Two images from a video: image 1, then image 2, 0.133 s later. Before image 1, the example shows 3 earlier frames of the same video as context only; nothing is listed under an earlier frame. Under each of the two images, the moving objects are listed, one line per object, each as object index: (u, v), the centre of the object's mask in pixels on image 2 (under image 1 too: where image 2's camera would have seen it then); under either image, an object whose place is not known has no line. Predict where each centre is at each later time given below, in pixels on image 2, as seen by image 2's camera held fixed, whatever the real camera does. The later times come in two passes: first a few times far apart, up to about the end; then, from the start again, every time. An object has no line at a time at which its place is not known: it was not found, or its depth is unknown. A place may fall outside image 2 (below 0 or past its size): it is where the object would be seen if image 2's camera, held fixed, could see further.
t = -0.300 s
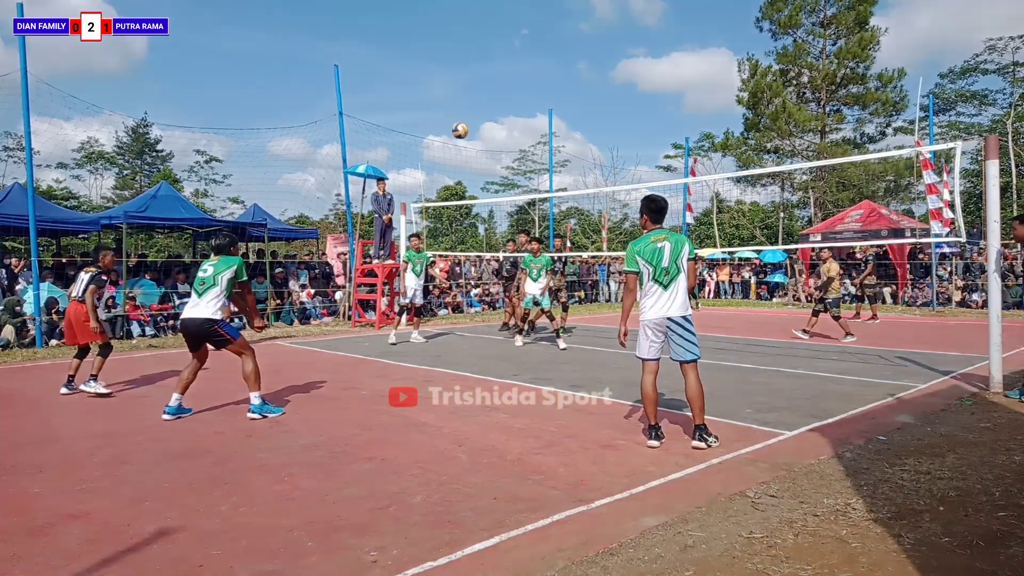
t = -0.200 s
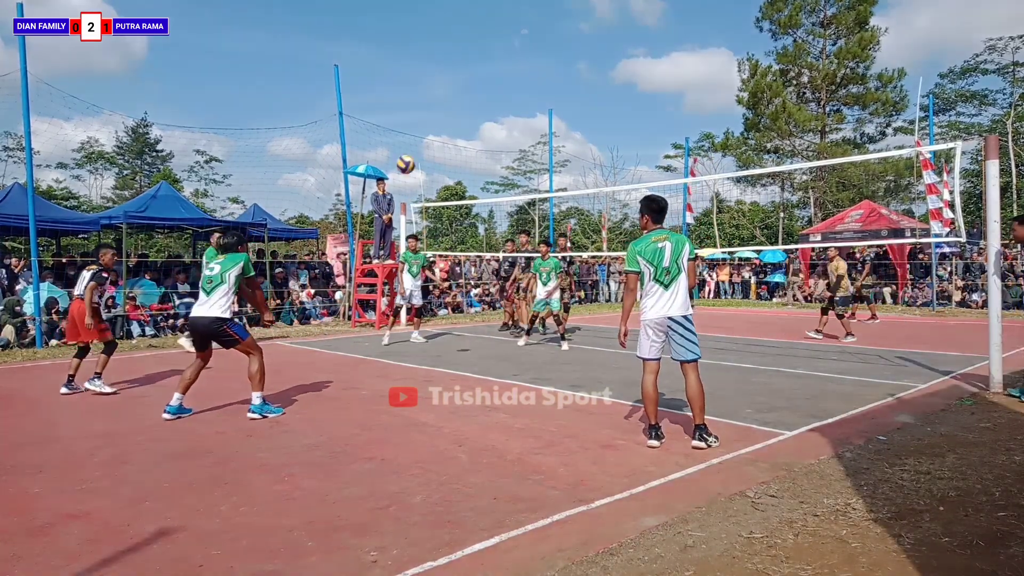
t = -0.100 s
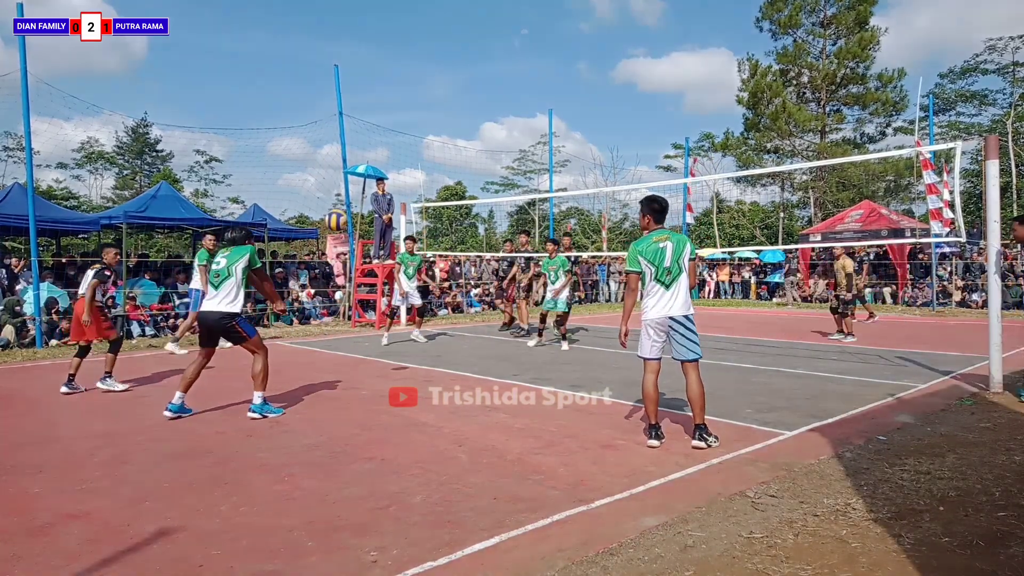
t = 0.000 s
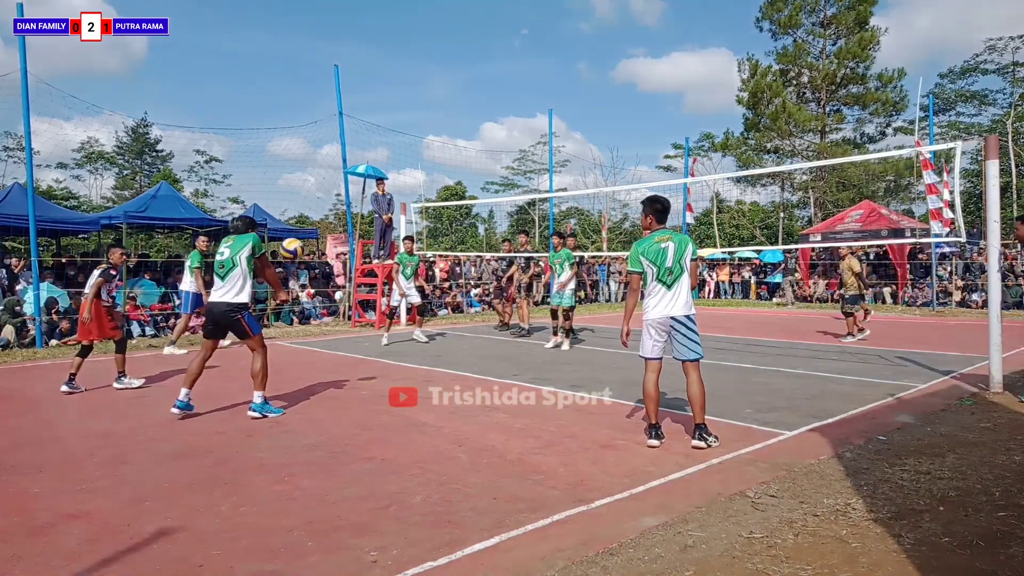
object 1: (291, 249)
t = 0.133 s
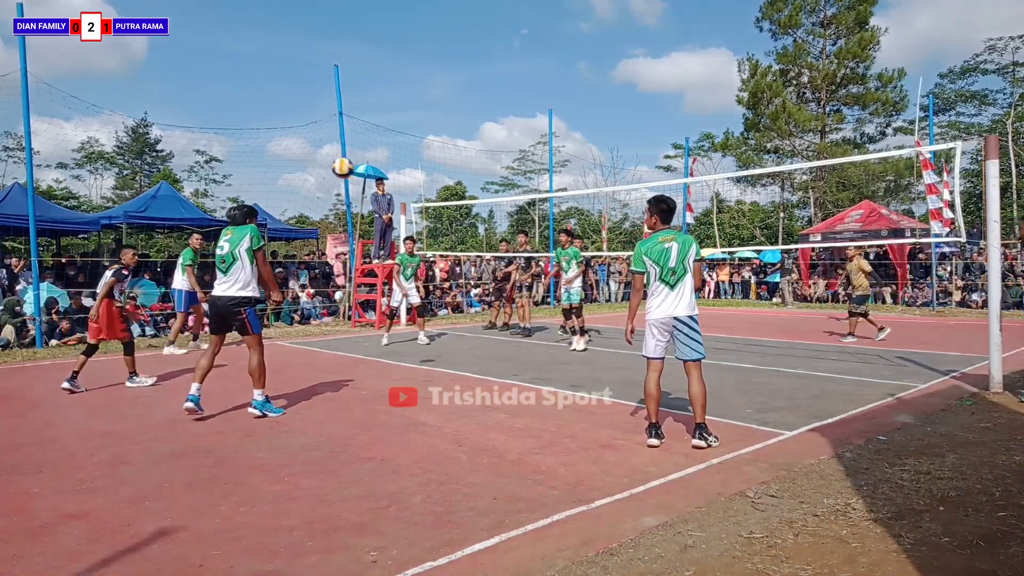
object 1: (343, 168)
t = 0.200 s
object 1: (365, 138)
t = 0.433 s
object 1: (433, 76)
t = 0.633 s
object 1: (482, 67)
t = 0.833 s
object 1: (522, 89)
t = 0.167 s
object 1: (355, 152)
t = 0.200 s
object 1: (365, 138)
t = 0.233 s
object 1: (376, 125)
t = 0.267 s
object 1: (386, 113)
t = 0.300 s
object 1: (397, 104)
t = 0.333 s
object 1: (406, 95)
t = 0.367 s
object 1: (416, 87)
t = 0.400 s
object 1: (424, 81)
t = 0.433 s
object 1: (433, 76)
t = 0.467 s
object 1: (442, 72)
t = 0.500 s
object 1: (450, 69)
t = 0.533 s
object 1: (458, 67)
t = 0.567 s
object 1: (466, 66)
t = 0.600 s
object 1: (474, 66)
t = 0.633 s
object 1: (482, 67)
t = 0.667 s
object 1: (489, 69)
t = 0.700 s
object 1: (496, 72)
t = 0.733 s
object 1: (503, 75)
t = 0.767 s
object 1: (509, 79)
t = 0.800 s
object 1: (516, 84)
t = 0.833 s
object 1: (522, 89)
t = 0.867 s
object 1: (528, 96)
